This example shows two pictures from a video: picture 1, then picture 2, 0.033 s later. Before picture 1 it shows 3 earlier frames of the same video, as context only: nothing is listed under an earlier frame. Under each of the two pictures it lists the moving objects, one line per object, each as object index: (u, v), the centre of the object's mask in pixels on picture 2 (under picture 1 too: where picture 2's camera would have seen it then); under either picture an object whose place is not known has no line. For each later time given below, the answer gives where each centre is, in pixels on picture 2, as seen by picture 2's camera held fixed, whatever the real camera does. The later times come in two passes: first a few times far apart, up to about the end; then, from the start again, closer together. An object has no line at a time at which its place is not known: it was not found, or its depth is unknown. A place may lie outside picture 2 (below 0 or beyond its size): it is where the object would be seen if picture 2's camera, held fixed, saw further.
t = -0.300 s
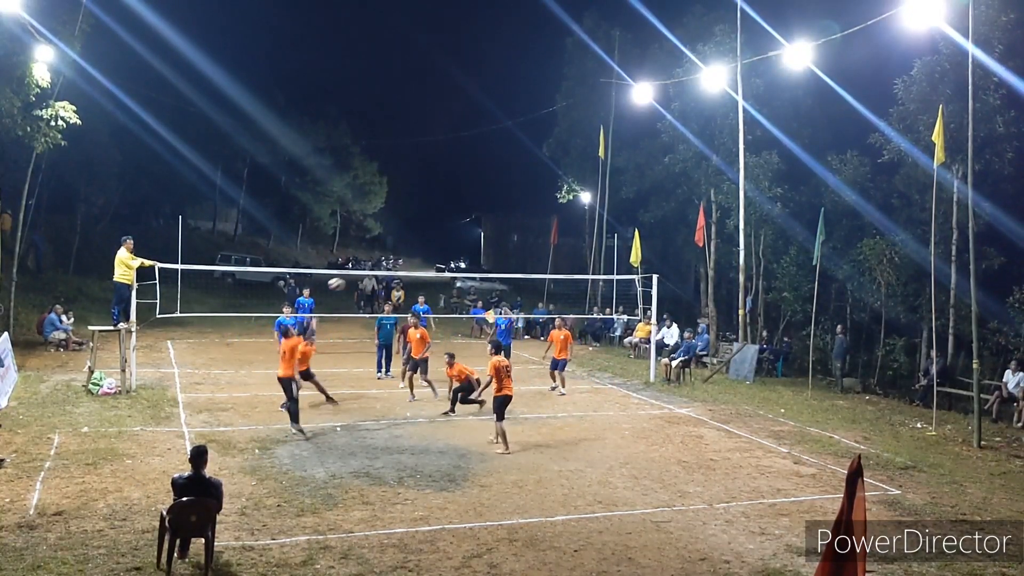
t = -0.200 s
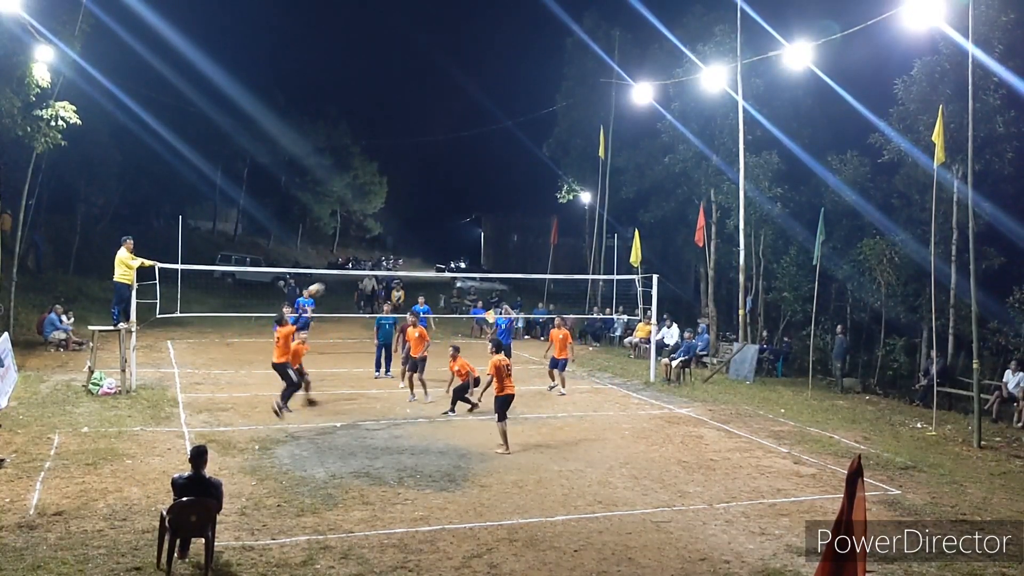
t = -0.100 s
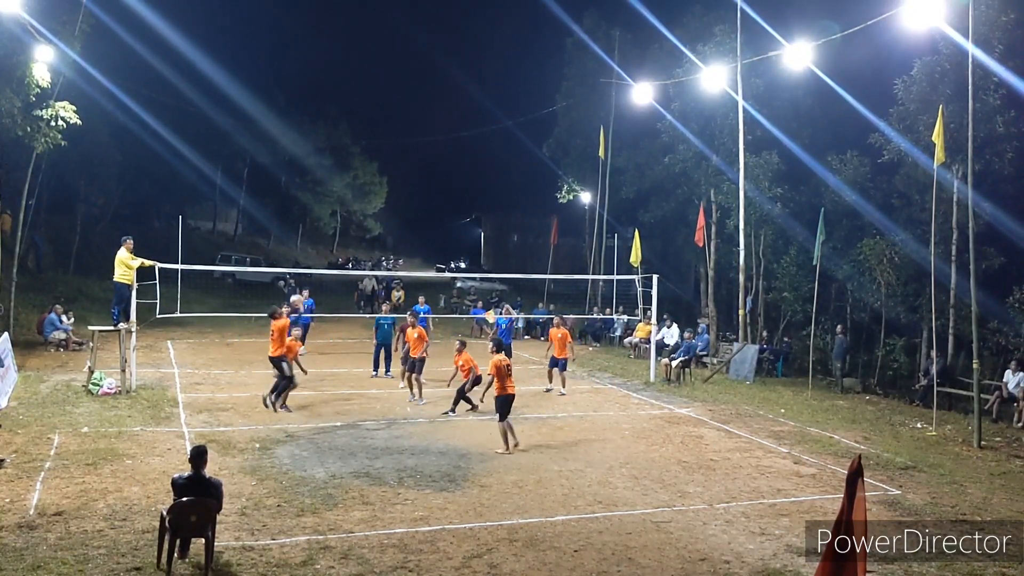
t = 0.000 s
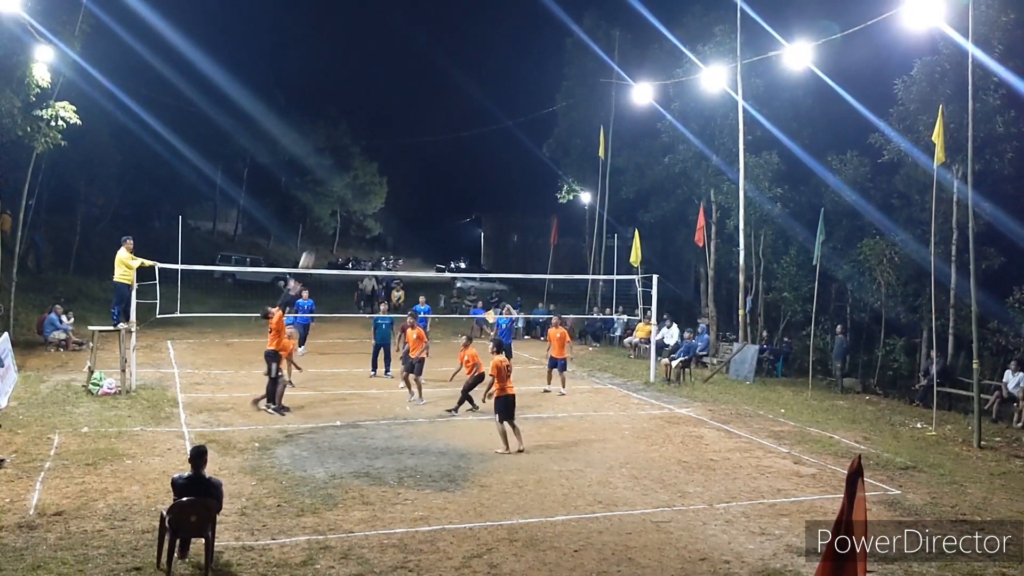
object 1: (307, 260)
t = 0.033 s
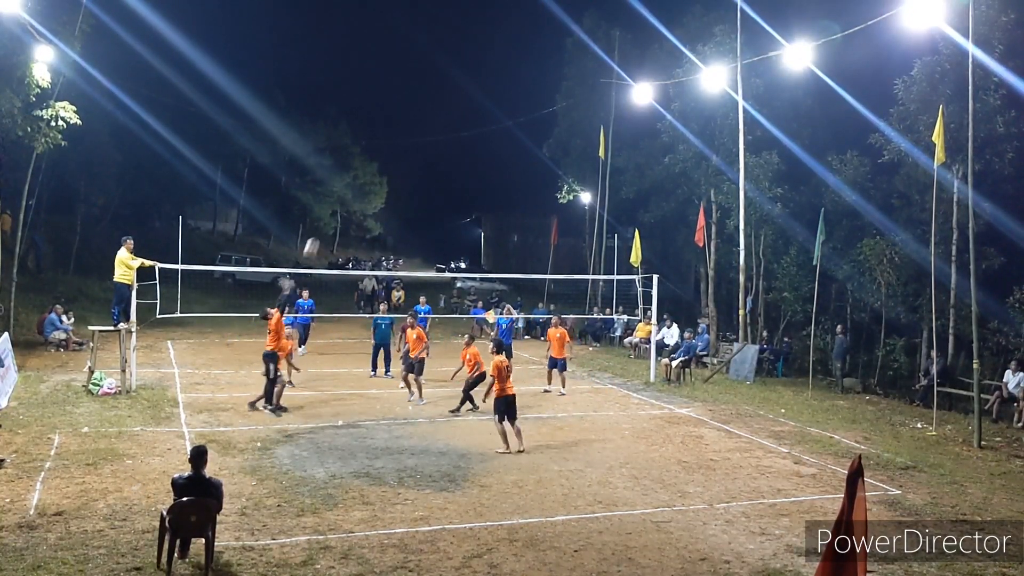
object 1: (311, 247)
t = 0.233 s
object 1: (338, 181)
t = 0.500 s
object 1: (372, 132)
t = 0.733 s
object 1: (399, 126)
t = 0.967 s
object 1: (425, 151)
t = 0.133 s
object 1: (325, 211)
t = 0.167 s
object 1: (329, 200)
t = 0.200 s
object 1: (333, 190)
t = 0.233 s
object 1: (338, 181)
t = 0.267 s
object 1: (342, 172)
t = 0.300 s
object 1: (347, 164)
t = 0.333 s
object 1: (351, 157)
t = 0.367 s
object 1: (355, 150)
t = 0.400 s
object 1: (359, 145)
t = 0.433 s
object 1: (363, 140)
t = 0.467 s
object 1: (368, 136)
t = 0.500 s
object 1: (372, 132)
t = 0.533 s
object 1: (376, 129)
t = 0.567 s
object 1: (380, 127)
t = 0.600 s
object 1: (384, 125)
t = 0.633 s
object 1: (388, 124)
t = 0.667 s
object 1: (392, 124)
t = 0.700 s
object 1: (395, 125)
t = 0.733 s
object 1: (399, 126)
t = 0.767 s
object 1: (403, 128)
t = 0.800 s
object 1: (407, 130)
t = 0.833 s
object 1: (410, 133)
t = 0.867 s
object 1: (414, 137)
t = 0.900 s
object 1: (417, 141)
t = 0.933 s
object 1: (421, 146)
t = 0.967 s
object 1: (425, 151)
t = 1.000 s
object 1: (428, 157)
